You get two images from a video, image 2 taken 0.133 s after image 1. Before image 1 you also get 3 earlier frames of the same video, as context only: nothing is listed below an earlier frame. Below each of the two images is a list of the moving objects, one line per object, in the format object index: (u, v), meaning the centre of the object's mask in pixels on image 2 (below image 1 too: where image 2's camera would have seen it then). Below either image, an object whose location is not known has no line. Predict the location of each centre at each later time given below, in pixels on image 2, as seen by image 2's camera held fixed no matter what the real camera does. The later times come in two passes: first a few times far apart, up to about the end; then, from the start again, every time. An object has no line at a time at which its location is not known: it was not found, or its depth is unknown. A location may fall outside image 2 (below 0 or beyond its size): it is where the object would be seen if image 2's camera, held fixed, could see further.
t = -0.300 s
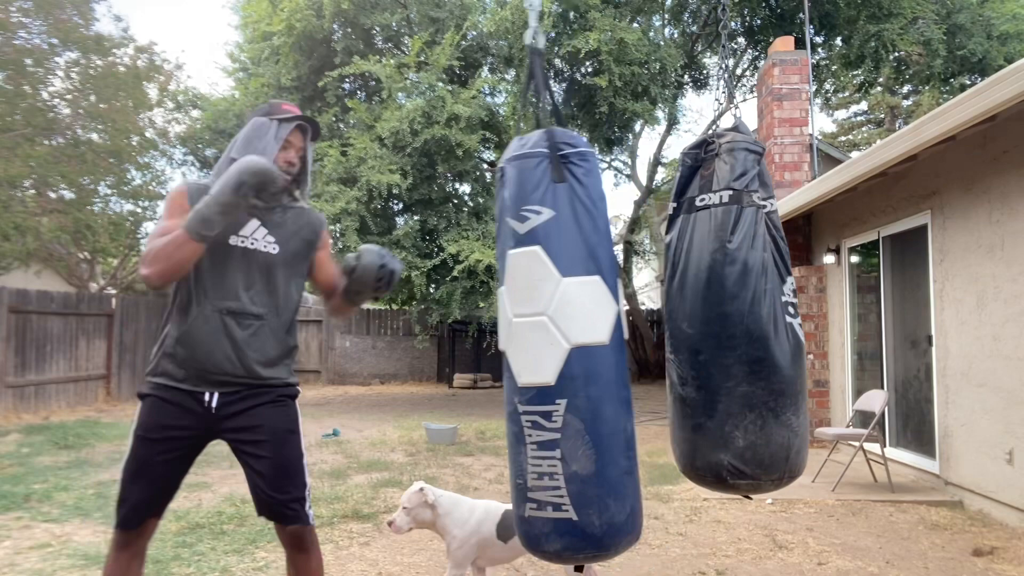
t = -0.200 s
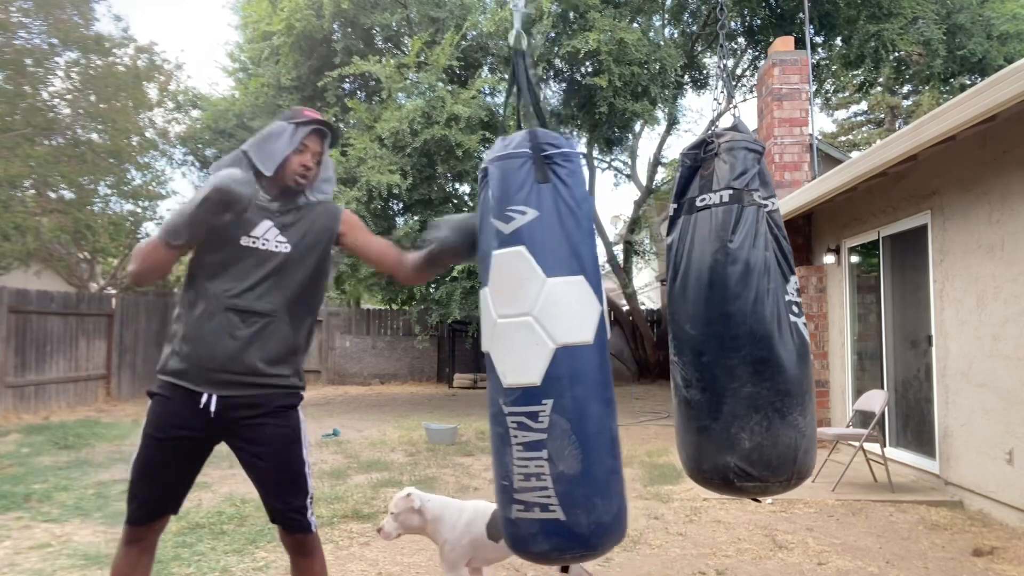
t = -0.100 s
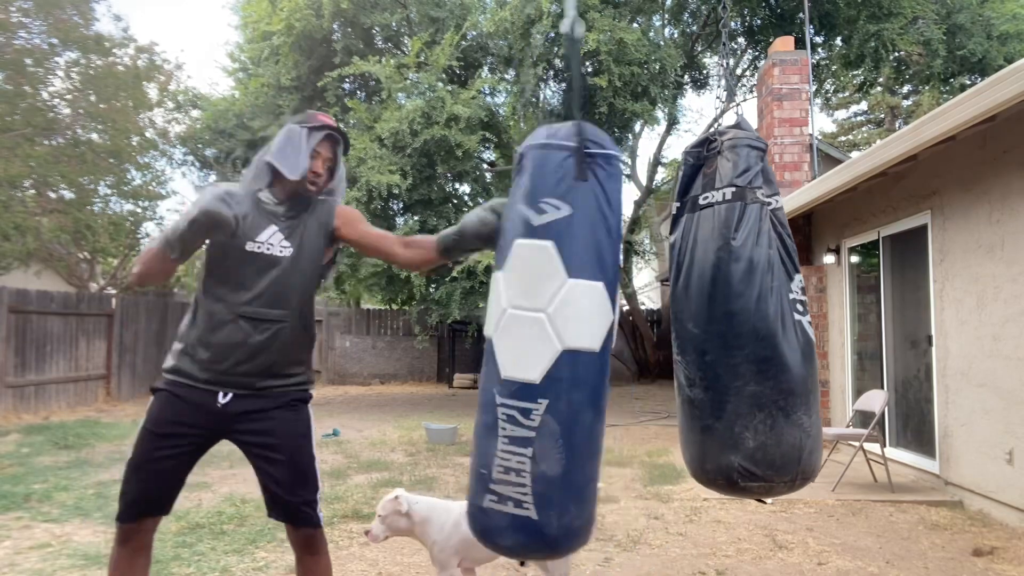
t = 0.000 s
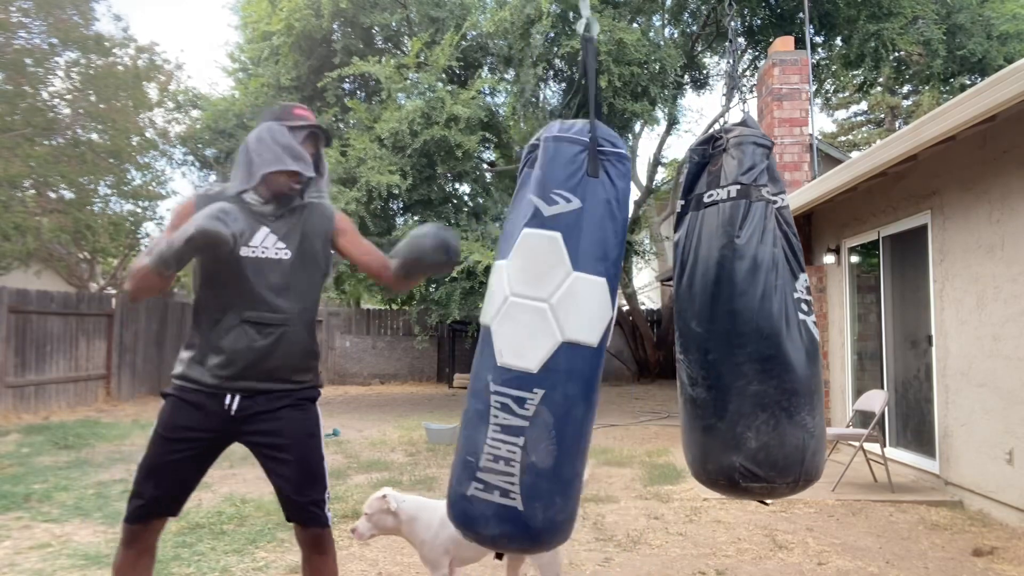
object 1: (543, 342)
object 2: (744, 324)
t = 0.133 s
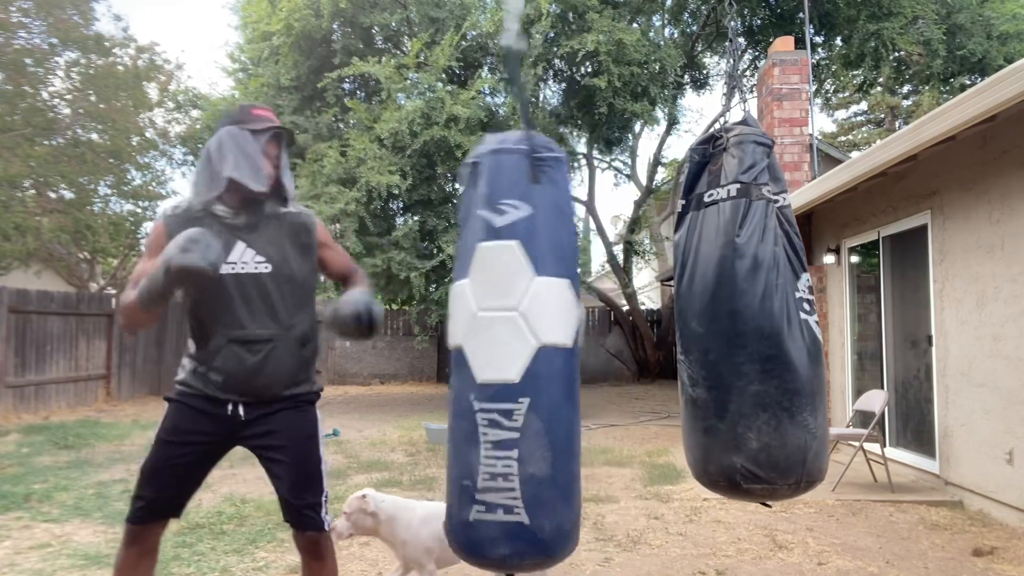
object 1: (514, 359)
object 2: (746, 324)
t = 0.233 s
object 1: (494, 348)
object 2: (745, 326)
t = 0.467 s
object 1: (486, 357)
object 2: (740, 326)
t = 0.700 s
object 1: (460, 355)
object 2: (727, 327)
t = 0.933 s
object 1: (462, 358)
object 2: (712, 327)
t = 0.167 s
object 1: (506, 358)
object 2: (746, 326)
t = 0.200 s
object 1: (499, 353)
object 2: (745, 327)
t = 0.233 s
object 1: (494, 348)
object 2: (745, 326)
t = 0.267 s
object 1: (491, 345)
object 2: (744, 324)
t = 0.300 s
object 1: (489, 345)
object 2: (744, 323)
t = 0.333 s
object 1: (487, 348)
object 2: (744, 323)
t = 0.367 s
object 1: (486, 352)
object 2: (743, 323)
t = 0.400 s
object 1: (486, 357)
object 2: (742, 325)
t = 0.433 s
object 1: (487, 359)
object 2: (741, 327)
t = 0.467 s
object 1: (486, 357)
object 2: (740, 326)
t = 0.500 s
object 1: (484, 355)
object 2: (738, 325)
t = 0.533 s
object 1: (482, 353)
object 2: (737, 324)
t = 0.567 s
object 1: (479, 353)
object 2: (735, 324)
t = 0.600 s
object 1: (475, 353)
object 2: (733, 324)
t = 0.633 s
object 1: (471, 354)
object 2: (731, 325)
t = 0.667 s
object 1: (465, 355)
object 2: (729, 327)
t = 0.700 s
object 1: (460, 355)
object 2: (727, 327)
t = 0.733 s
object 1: (457, 354)
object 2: (725, 327)
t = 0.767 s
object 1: (456, 353)
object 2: (723, 325)
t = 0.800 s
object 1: (455, 352)
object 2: (721, 323)
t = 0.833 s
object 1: (456, 353)
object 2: (719, 323)
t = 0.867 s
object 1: (458, 355)
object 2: (717, 324)
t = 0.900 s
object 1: (460, 357)
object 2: (714, 326)
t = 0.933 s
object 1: (462, 358)
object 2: (712, 327)
